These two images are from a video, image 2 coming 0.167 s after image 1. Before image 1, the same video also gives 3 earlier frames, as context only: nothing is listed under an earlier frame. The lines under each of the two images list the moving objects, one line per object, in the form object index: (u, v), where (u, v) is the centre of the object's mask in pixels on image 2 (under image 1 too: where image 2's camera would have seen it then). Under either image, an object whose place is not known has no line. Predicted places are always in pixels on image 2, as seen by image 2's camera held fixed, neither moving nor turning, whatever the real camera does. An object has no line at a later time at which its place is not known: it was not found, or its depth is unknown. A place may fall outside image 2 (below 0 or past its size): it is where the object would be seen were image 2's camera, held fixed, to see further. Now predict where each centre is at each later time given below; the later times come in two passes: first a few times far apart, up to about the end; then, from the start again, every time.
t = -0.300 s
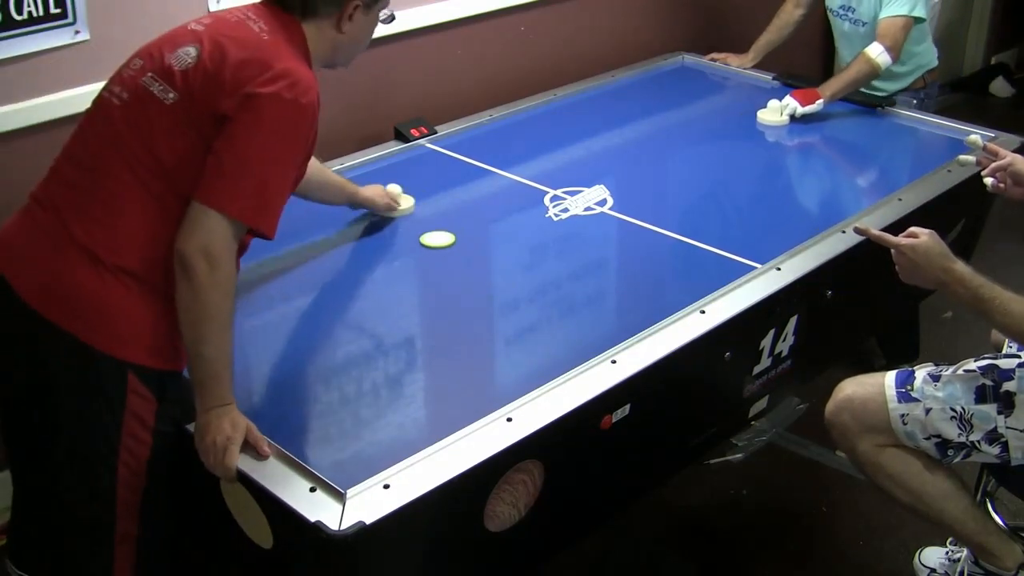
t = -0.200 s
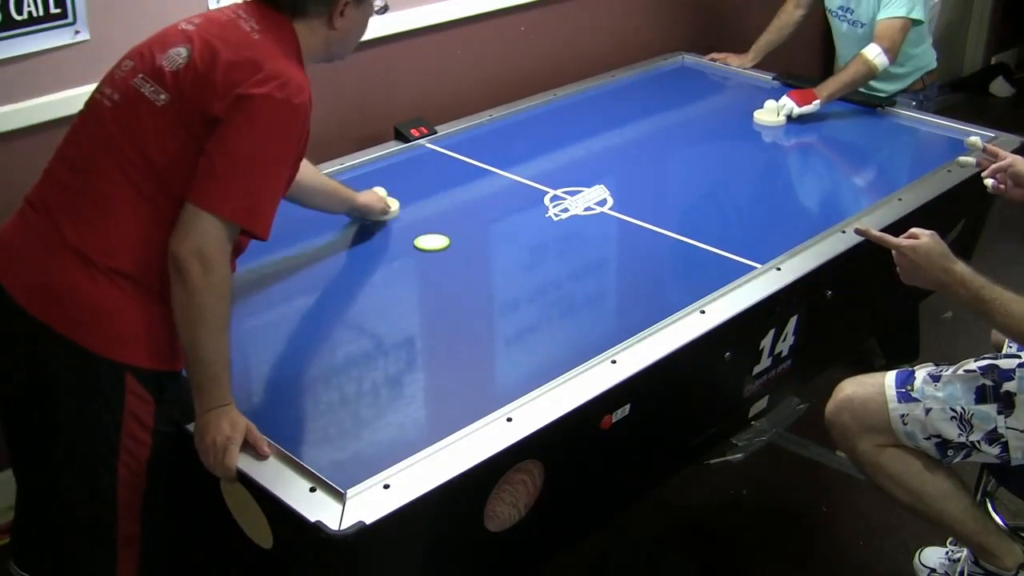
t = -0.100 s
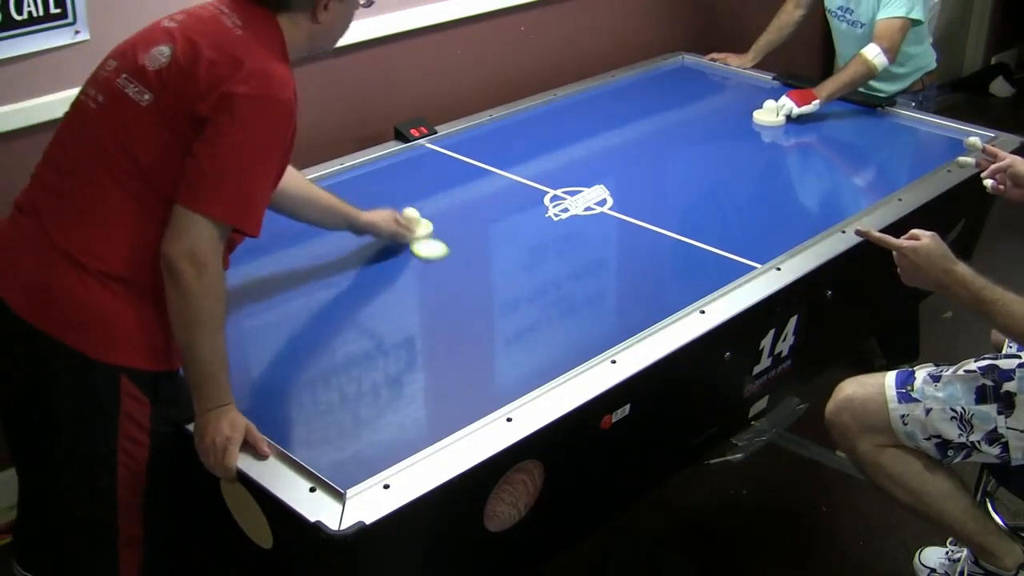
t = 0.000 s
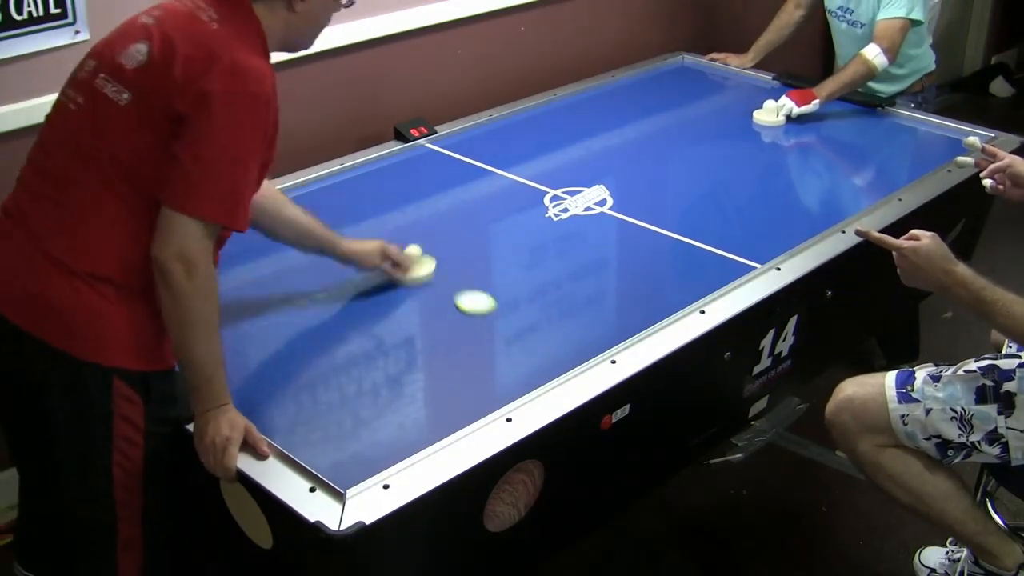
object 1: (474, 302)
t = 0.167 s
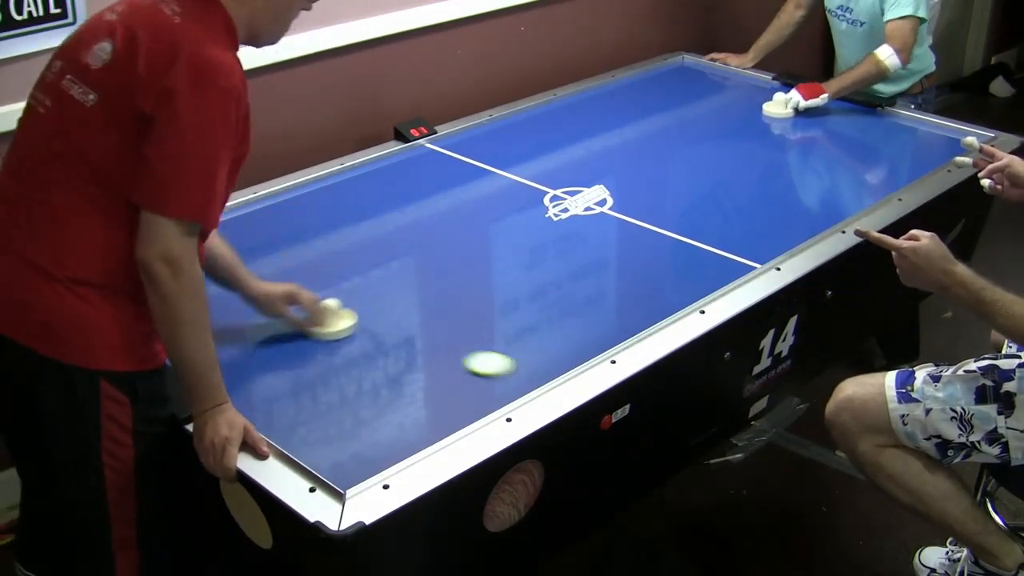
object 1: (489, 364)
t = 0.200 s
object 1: (456, 355)
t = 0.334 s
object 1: (333, 320)
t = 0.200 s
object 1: (456, 355)
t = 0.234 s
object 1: (423, 346)
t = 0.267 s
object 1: (392, 337)
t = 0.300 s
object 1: (363, 328)
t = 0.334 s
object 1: (333, 320)
